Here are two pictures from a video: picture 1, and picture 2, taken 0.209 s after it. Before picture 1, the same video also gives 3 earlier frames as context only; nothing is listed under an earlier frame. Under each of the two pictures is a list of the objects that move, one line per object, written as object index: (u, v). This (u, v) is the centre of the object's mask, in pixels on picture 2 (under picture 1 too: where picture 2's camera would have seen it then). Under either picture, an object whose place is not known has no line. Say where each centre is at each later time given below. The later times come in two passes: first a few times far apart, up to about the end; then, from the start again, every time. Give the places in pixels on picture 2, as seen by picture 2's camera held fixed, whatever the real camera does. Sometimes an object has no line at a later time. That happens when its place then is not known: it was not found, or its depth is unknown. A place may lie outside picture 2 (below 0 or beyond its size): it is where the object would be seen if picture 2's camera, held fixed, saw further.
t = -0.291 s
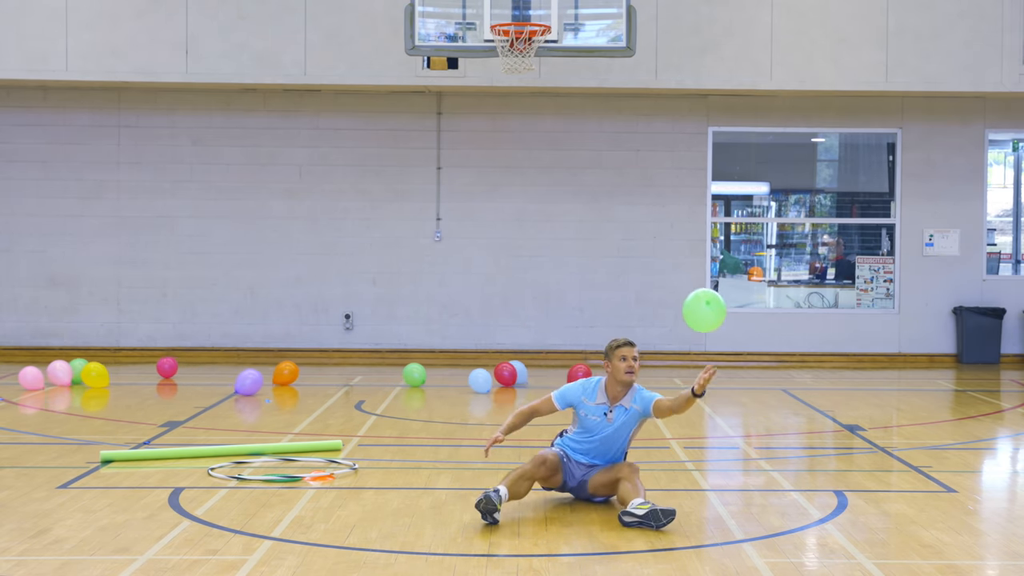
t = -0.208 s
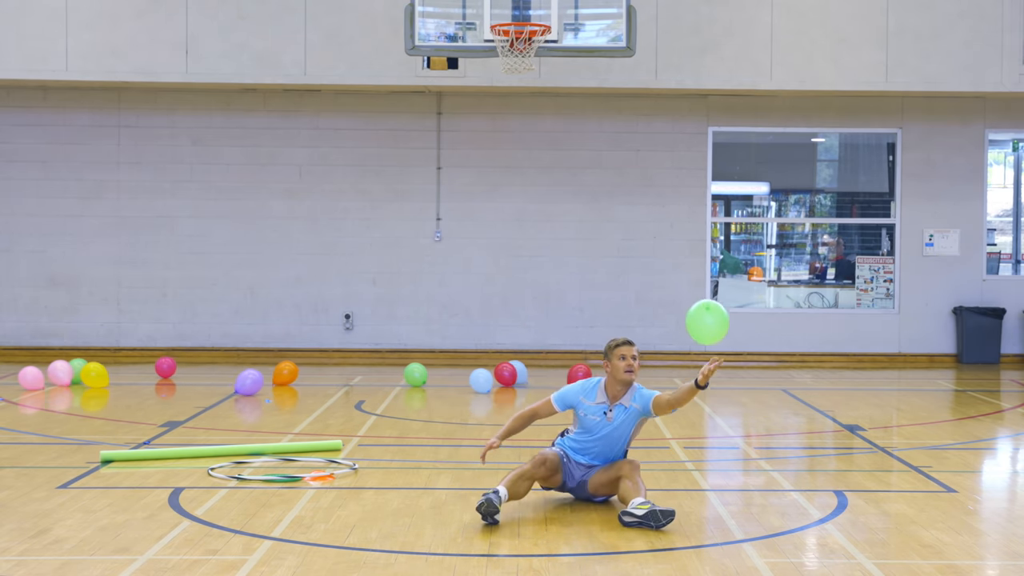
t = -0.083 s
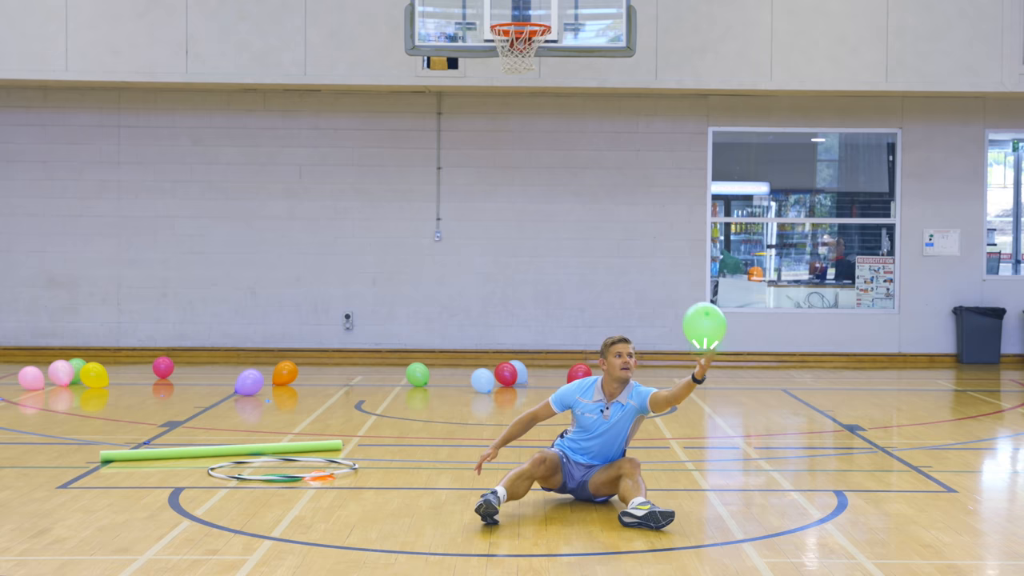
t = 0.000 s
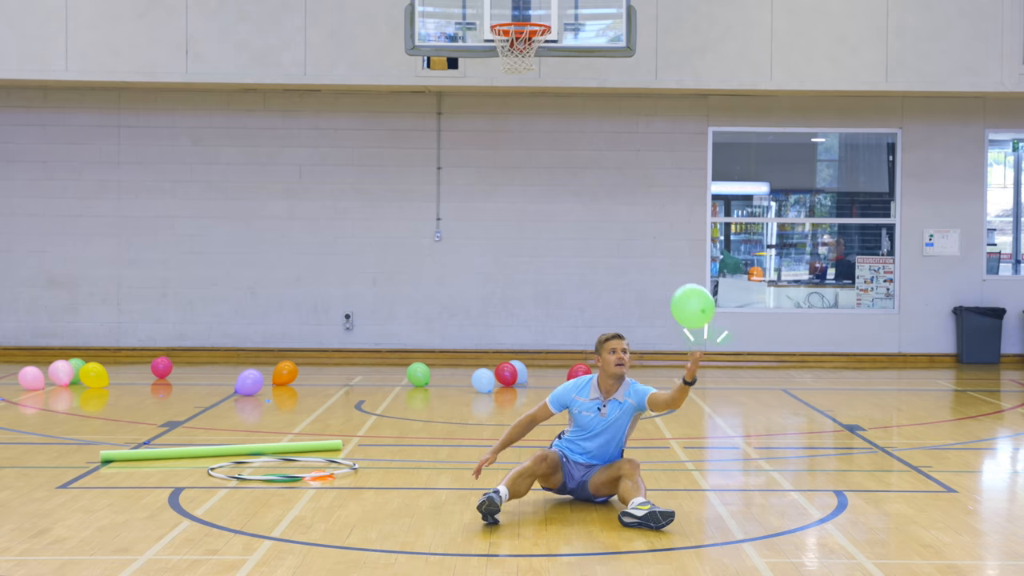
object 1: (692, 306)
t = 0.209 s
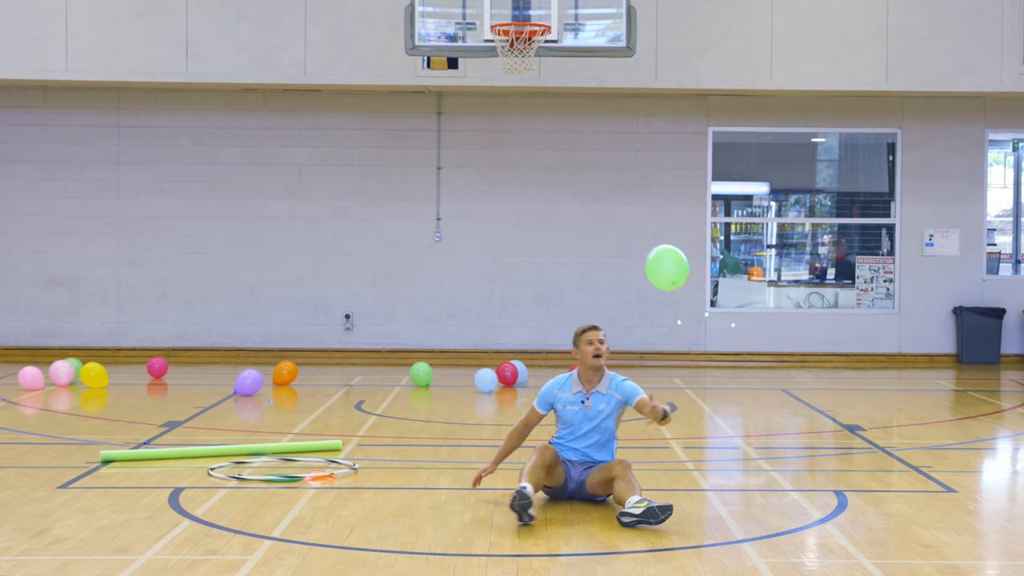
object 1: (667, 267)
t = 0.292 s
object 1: (659, 256)
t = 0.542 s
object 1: (641, 236)
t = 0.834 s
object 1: (627, 243)
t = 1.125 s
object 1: (619, 274)
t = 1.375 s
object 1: (616, 317)
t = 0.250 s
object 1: (663, 262)
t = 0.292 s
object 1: (659, 256)
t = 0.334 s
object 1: (655, 251)
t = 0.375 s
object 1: (652, 247)
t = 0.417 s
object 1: (649, 243)
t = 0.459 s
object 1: (646, 240)
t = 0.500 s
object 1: (643, 238)
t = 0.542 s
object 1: (641, 236)
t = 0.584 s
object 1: (638, 236)
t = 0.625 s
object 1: (636, 236)
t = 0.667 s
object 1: (634, 237)
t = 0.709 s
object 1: (632, 237)
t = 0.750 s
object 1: (630, 239)
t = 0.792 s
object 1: (629, 241)
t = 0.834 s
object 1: (627, 243)
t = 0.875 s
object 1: (626, 247)
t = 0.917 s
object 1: (624, 250)
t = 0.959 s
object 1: (623, 254)
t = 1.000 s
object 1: (622, 259)
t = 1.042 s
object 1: (621, 264)
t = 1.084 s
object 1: (620, 269)
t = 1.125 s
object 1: (619, 274)
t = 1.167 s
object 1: (618, 280)
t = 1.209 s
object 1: (618, 287)
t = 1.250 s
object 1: (617, 294)
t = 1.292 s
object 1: (617, 301)
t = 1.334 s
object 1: (616, 309)
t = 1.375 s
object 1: (616, 317)
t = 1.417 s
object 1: (616, 326)
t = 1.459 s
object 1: (616, 335)
